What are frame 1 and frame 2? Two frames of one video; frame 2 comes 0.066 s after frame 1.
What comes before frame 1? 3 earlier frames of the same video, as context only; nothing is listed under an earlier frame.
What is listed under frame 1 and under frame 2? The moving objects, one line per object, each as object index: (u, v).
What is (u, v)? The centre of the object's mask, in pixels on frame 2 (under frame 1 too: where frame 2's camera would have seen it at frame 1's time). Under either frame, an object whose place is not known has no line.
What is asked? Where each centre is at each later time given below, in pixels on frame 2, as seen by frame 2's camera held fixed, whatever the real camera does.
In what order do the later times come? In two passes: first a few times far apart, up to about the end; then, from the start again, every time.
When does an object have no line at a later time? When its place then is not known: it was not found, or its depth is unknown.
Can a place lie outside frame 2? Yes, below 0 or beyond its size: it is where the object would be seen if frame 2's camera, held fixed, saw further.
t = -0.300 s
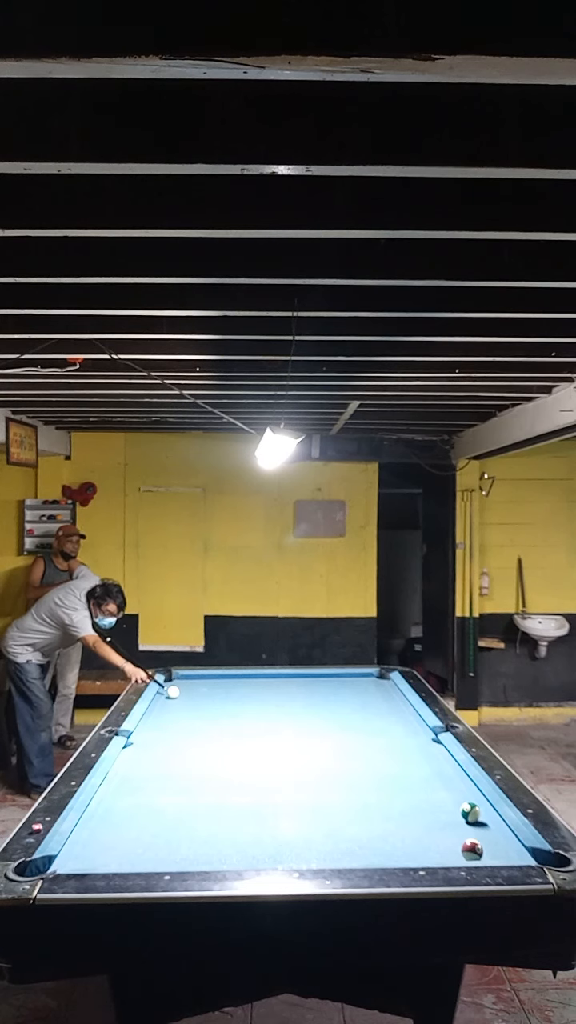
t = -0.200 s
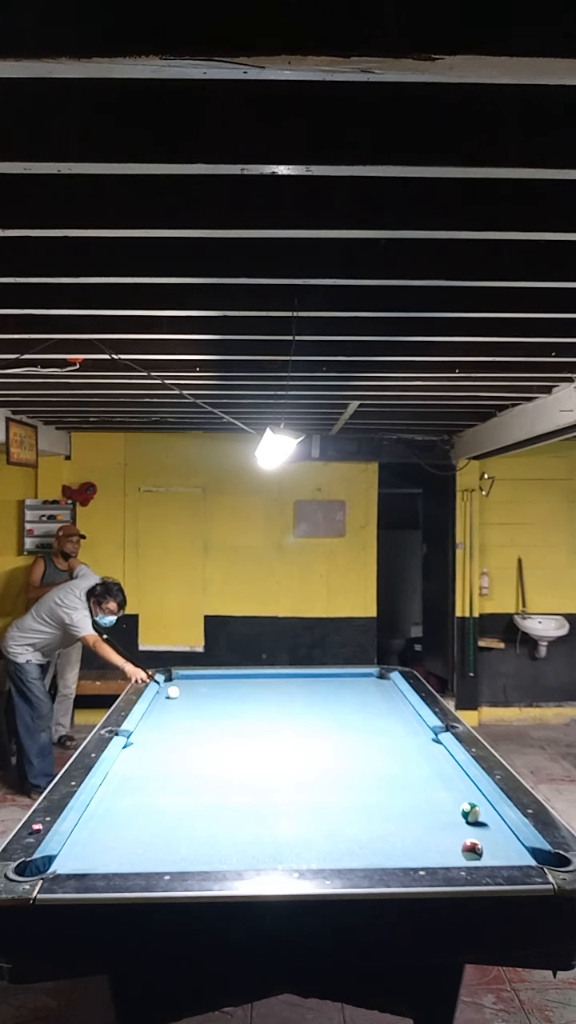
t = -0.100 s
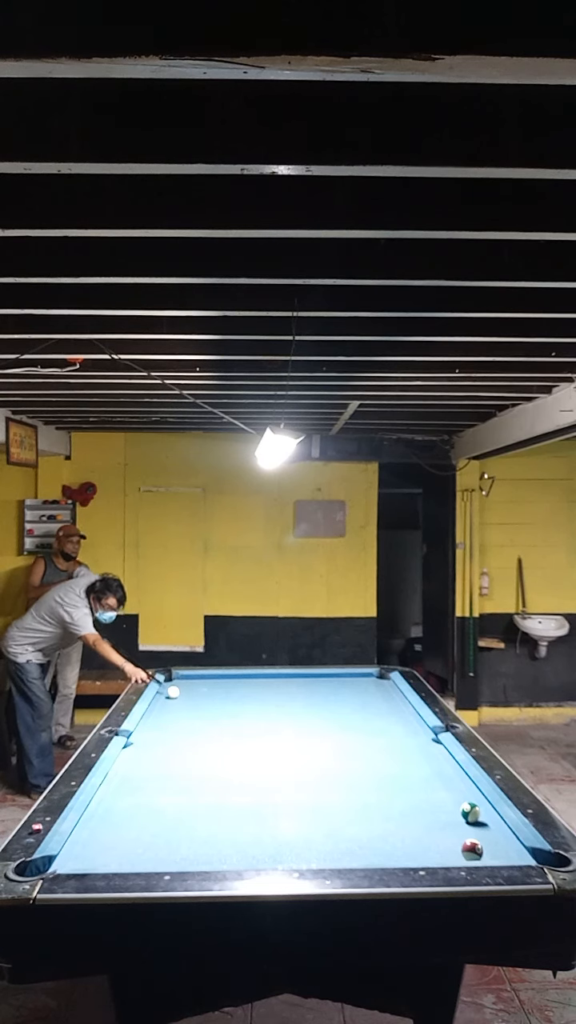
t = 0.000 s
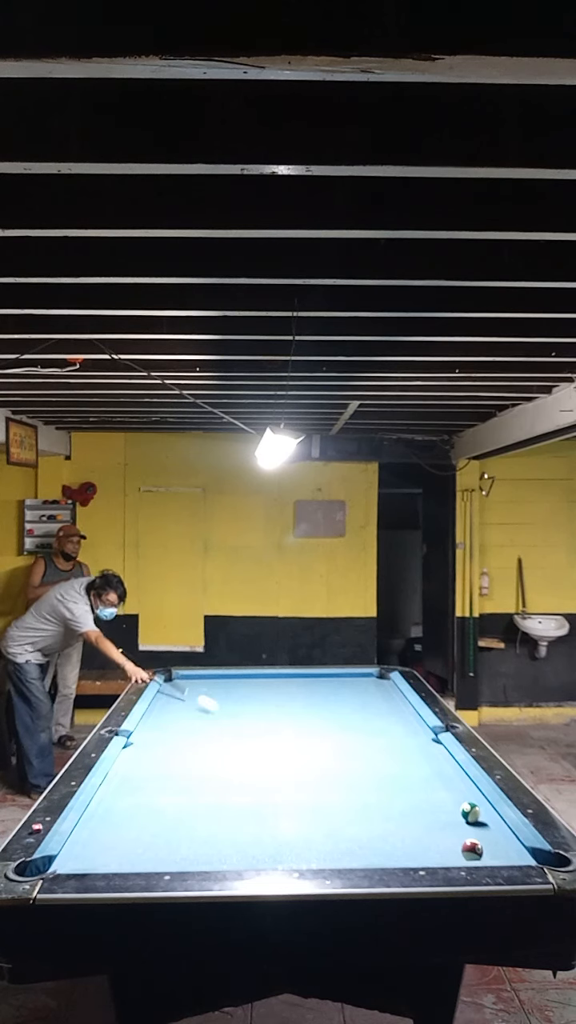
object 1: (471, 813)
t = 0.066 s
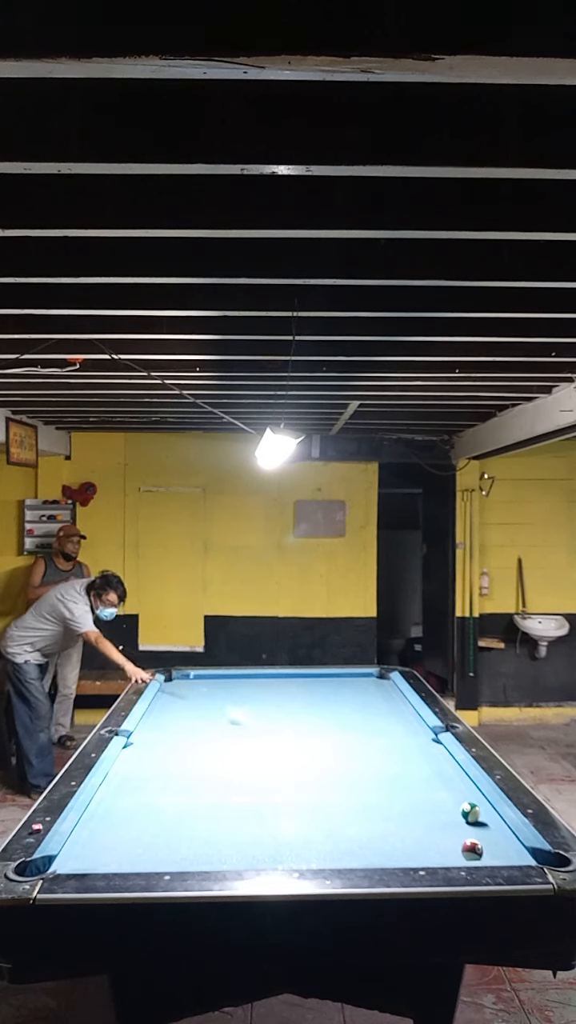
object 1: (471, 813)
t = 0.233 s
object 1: (471, 813)
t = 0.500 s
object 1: (469, 818)
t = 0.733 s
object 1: (446, 845)
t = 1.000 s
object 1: (405, 856)
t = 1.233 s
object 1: (376, 854)
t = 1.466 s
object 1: (349, 851)
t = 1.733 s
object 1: (322, 847)
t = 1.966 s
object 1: (300, 843)
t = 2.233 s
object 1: (277, 840)
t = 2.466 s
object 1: (260, 835)
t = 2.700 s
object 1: (244, 831)
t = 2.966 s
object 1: (229, 828)
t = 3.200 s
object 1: (217, 826)
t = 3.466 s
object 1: (207, 823)
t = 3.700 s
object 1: (197, 821)
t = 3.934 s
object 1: (192, 818)
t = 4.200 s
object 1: (187, 817)
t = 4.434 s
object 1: (183, 817)
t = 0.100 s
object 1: (471, 813)
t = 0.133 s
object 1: (471, 813)
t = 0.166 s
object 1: (471, 813)
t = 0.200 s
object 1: (471, 813)
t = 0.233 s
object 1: (471, 813)
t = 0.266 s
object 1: (471, 813)
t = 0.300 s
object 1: (471, 813)
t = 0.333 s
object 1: (471, 813)
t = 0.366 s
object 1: (471, 813)
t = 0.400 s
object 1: (471, 813)
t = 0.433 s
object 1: (470, 812)
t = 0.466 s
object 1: (471, 813)
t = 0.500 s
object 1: (469, 818)
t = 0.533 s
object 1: (467, 824)
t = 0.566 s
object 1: (465, 829)
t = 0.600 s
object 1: (463, 832)
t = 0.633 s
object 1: (460, 838)
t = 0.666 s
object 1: (457, 843)
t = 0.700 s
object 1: (451, 844)
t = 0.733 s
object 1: (446, 845)
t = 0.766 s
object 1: (441, 847)
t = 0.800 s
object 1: (436, 850)
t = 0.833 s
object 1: (431, 852)
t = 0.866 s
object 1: (427, 851)
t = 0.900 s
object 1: (421, 852)
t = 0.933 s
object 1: (416, 853)
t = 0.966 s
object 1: (411, 855)
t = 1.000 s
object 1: (405, 856)
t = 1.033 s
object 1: (400, 855)
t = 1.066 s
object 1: (395, 855)
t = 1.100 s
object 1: (391, 855)
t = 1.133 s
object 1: (387, 855)
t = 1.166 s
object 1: (383, 855)
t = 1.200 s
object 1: (381, 854)
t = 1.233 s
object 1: (376, 854)
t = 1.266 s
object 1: (372, 854)
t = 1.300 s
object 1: (368, 853)
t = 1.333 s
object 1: (364, 853)
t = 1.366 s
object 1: (361, 852)
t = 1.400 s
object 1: (357, 852)
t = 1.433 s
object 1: (353, 851)
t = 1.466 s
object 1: (349, 851)
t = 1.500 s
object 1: (346, 851)
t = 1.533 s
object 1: (342, 851)
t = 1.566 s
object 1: (339, 851)
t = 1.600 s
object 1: (335, 850)
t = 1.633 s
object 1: (331, 849)
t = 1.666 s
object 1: (328, 849)
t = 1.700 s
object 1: (325, 847)
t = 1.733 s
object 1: (322, 847)
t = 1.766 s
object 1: (319, 846)
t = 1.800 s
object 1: (315, 846)
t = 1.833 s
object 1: (312, 845)
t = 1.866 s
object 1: (309, 844)
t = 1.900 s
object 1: (305, 844)
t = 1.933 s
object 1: (302, 844)
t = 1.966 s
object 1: (300, 843)
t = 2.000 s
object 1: (297, 844)
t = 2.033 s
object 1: (294, 843)
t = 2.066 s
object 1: (291, 842)
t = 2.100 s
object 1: (289, 841)
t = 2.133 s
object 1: (286, 841)
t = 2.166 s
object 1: (283, 840)
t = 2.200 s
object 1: (280, 840)
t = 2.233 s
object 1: (277, 840)
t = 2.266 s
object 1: (274, 839)
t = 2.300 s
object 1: (272, 839)
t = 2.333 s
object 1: (269, 838)
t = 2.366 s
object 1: (267, 837)
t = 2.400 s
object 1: (265, 837)
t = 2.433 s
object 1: (262, 836)
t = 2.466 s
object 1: (260, 835)
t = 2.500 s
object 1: (258, 835)
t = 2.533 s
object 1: (256, 834)
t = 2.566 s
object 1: (253, 834)
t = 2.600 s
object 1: (250, 833)
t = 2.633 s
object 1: (248, 833)
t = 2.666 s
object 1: (246, 832)
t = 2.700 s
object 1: (244, 831)
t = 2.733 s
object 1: (242, 831)
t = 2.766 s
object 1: (240, 832)
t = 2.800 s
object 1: (238, 831)
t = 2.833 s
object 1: (237, 831)
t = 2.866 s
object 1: (235, 830)
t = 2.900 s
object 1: (233, 829)
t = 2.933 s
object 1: (231, 829)
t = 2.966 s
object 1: (229, 828)
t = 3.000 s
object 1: (227, 828)
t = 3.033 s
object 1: (225, 827)
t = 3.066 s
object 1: (223, 828)
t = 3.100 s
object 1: (222, 828)
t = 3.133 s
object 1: (220, 827)
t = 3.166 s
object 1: (218, 827)
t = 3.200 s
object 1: (217, 826)
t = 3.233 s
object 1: (215, 826)
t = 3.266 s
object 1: (214, 825)
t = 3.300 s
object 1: (213, 825)
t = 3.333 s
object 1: (211, 825)
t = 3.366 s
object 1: (210, 825)
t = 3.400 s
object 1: (209, 824)
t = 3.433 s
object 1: (208, 823)
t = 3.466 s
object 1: (207, 823)
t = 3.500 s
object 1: (205, 823)
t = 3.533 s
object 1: (204, 823)
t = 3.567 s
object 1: (203, 822)
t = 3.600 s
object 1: (202, 822)
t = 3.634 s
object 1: (200, 821)
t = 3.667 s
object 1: (199, 821)
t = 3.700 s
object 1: (197, 821)
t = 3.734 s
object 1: (196, 821)
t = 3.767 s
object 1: (196, 820)
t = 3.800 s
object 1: (195, 820)
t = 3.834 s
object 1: (194, 819)
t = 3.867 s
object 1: (193, 819)
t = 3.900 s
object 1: (192, 819)
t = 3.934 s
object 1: (192, 818)
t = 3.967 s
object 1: (191, 818)
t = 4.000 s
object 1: (190, 818)
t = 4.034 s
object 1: (189, 819)
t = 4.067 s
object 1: (189, 819)
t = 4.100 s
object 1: (188, 819)
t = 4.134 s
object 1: (188, 818)
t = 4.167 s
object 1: (187, 818)
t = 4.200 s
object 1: (187, 817)
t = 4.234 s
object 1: (186, 817)
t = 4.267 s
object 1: (186, 817)
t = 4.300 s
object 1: (185, 817)
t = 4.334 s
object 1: (185, 816)
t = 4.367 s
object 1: (184, 816)
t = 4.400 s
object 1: (184, 816)
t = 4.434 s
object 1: (183, 817)
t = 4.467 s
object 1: (183, 816)
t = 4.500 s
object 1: (183, 816)
